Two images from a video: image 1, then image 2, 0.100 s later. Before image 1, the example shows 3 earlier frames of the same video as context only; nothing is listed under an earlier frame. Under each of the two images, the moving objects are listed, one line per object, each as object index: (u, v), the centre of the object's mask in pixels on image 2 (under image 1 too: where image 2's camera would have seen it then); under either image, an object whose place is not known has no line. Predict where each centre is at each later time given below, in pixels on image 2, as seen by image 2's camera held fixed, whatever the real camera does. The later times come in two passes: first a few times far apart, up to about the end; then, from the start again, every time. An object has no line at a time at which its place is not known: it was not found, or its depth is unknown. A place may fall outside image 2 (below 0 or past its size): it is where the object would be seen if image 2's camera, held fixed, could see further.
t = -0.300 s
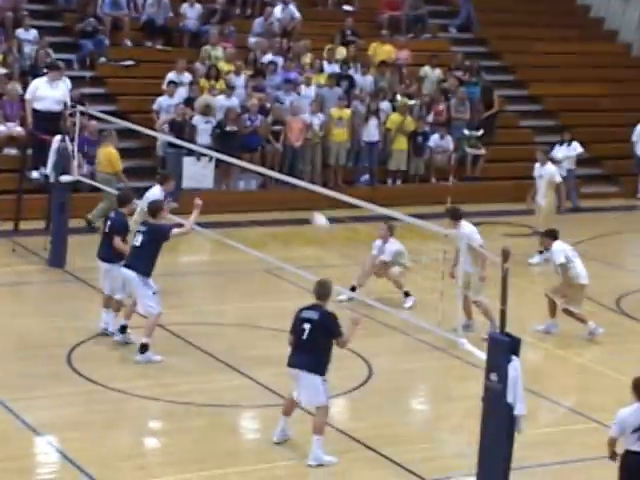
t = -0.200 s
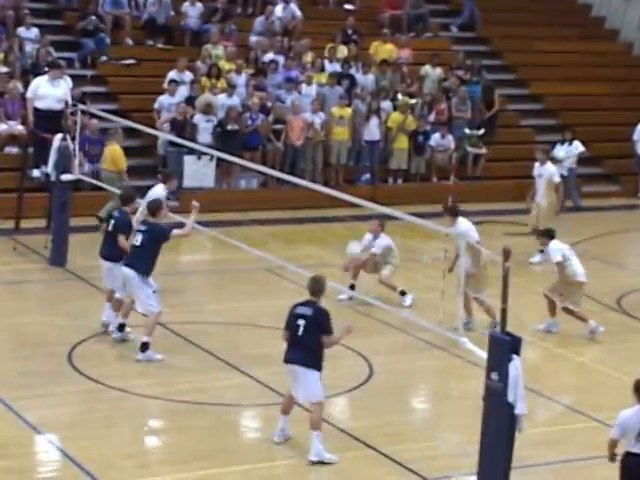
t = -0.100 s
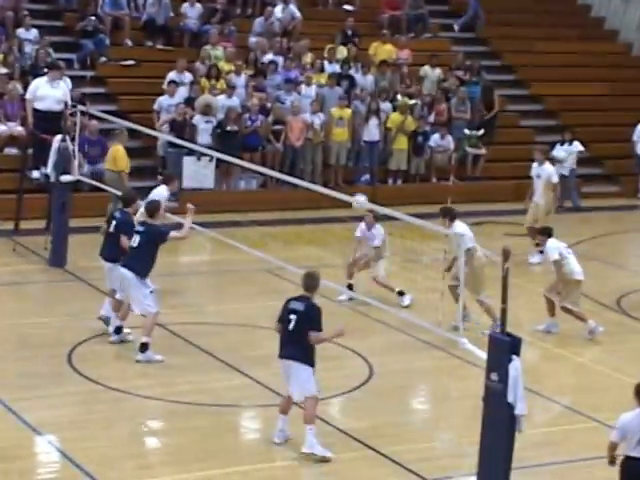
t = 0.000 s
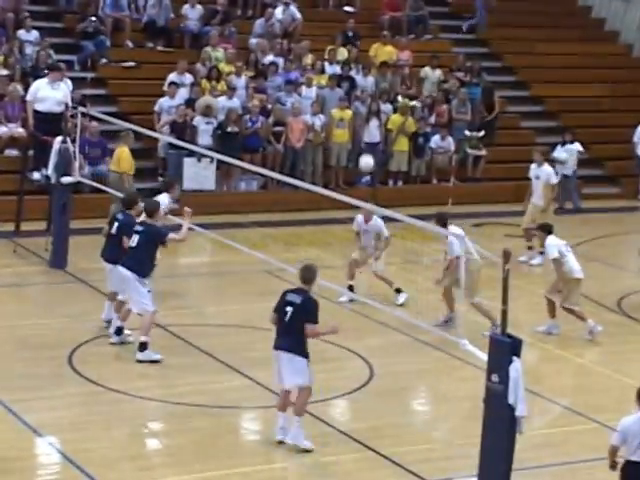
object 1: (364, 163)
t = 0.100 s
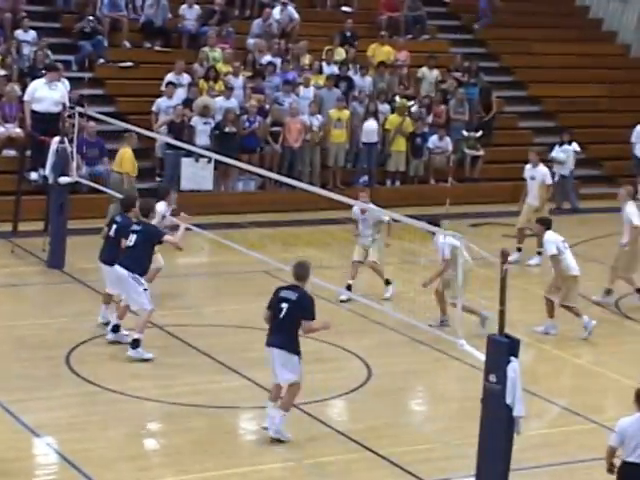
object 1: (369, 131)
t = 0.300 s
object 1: (382, 79)
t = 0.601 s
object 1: (397, 60)
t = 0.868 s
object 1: (407, 100)
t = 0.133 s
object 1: (372, 118)
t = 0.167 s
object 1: (374, 108)
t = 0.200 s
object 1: (376, 101)
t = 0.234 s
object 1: (378, 92)
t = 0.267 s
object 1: (379, 85)
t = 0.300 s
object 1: (382, 79)
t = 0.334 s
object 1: (383, 74)
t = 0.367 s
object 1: (385, 69)
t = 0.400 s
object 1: (387, 65)
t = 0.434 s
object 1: (389, 62)
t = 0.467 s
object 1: (391, 60)
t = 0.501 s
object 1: (393, 59)
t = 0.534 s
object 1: (395, 59)
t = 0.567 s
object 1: (395, 59)
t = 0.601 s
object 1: (397, 60)
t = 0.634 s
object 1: (398, 62)
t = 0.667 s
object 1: (400, 65)
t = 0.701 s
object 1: (401, 69)
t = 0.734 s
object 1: (402, 73)
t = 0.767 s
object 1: (404, 79)
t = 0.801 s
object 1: (405, 86)
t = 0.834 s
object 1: (406, 92)
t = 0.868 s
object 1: (407, 100)
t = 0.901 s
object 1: (408, 108)
